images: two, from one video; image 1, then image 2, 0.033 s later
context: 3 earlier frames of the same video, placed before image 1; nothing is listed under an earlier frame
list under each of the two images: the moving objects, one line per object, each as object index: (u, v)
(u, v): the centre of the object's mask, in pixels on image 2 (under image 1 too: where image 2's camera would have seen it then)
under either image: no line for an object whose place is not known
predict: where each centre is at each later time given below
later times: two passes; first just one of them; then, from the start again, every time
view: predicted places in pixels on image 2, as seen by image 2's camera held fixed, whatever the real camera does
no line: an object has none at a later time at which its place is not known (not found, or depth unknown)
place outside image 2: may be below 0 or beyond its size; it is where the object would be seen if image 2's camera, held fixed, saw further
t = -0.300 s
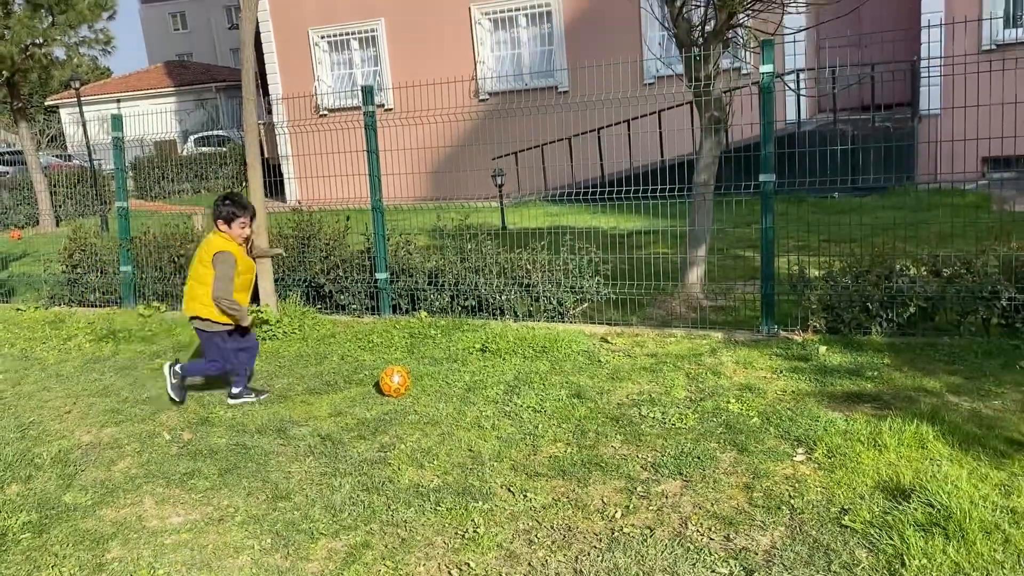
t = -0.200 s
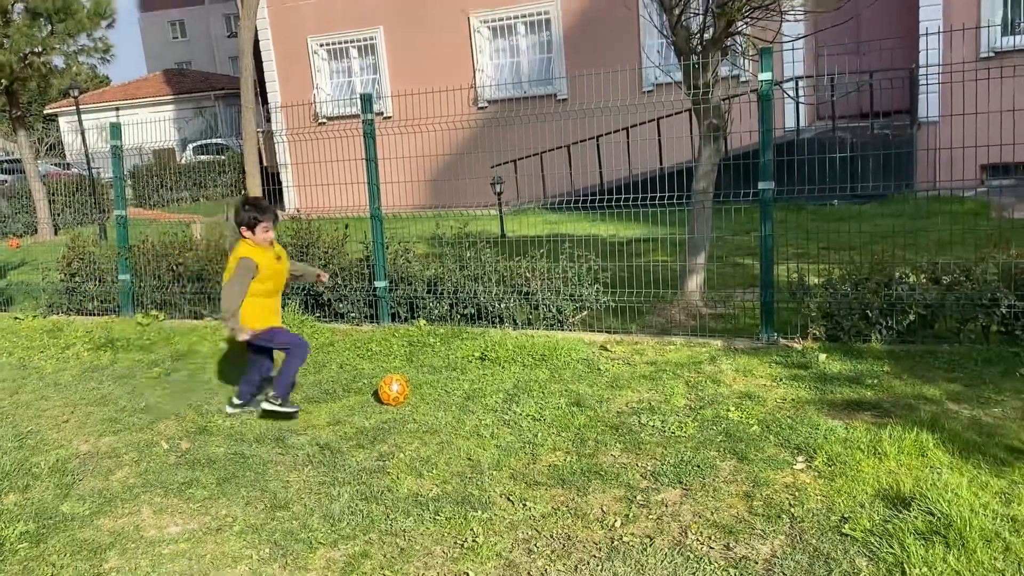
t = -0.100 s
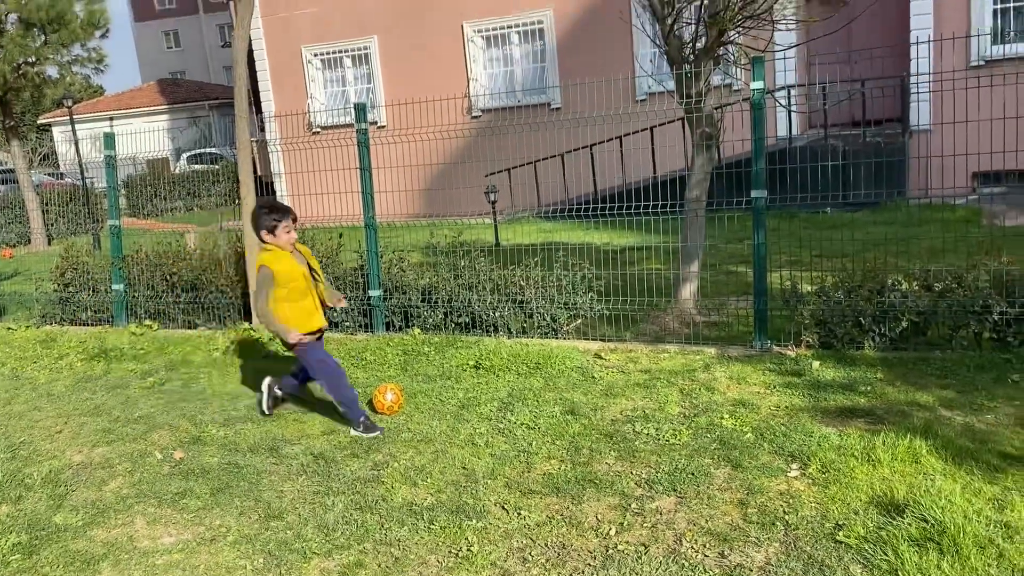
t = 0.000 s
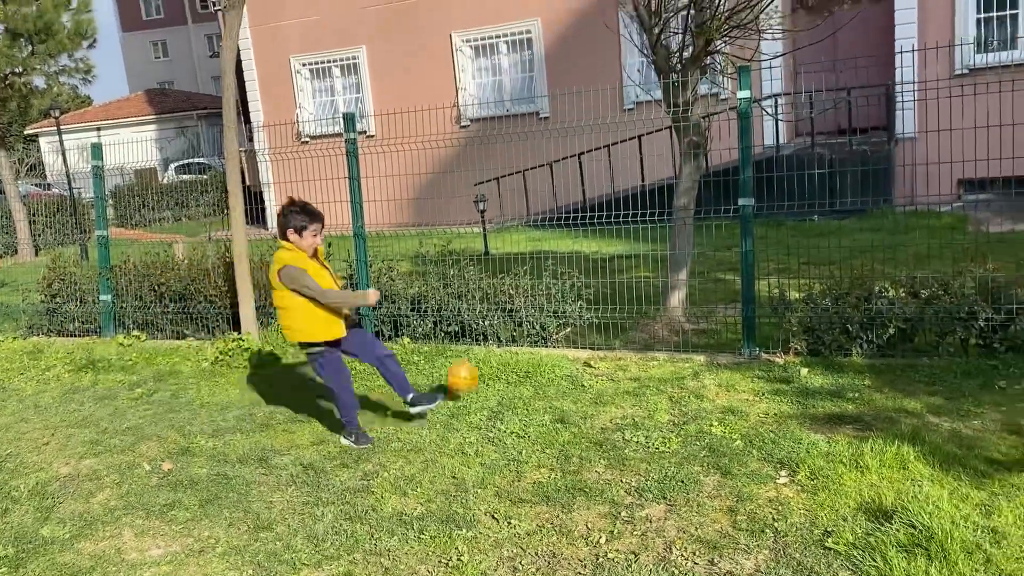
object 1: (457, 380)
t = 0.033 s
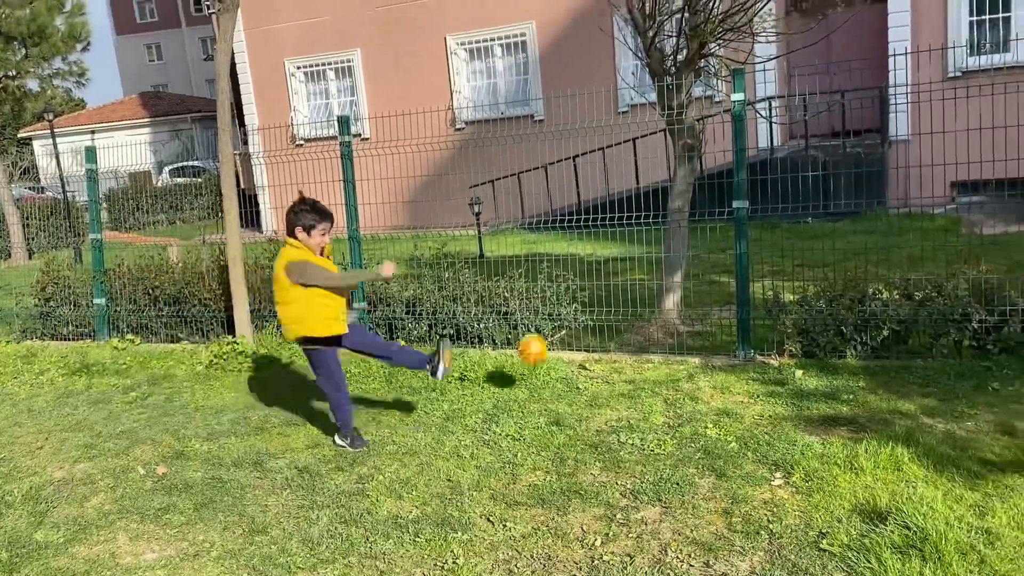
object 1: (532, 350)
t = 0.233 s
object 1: (917, 242)
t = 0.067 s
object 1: (607, 322)
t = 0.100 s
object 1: (678, 298)
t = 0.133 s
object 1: (747, 279)
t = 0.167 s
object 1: (814, 259)
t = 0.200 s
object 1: (875, 246)
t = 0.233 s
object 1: (917, 242)
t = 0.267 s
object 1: (961, 240)
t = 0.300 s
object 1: (1008, 239)
